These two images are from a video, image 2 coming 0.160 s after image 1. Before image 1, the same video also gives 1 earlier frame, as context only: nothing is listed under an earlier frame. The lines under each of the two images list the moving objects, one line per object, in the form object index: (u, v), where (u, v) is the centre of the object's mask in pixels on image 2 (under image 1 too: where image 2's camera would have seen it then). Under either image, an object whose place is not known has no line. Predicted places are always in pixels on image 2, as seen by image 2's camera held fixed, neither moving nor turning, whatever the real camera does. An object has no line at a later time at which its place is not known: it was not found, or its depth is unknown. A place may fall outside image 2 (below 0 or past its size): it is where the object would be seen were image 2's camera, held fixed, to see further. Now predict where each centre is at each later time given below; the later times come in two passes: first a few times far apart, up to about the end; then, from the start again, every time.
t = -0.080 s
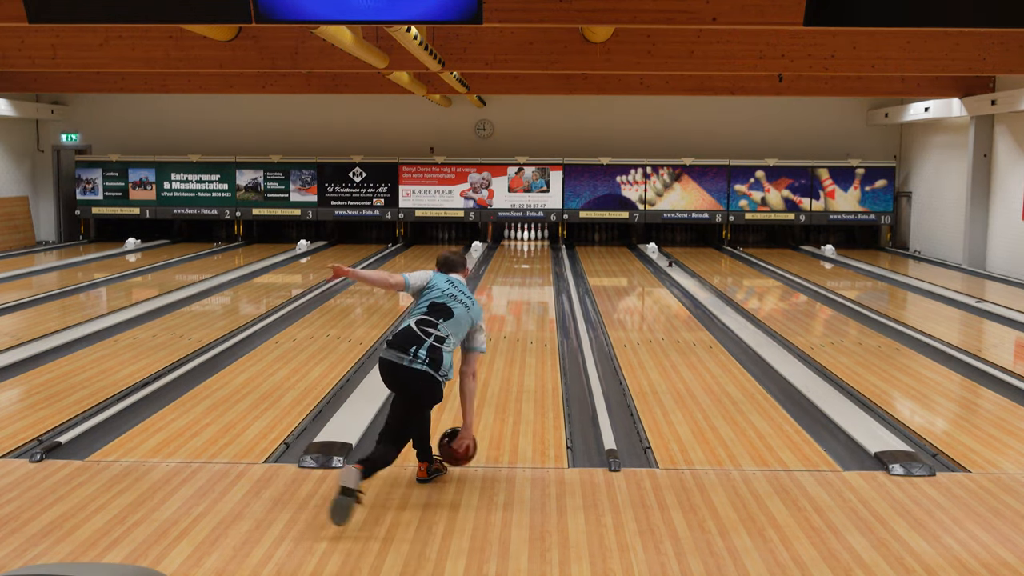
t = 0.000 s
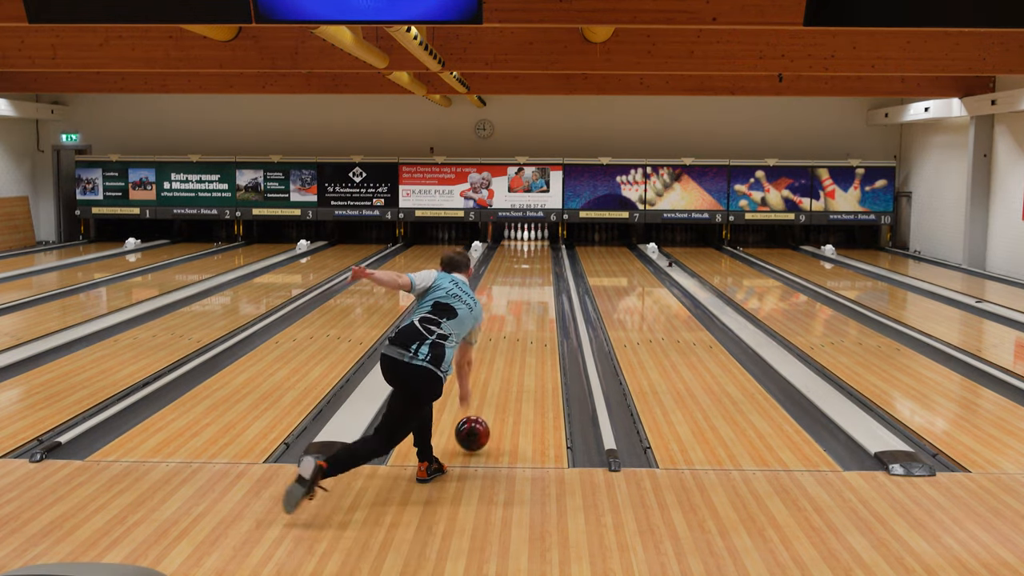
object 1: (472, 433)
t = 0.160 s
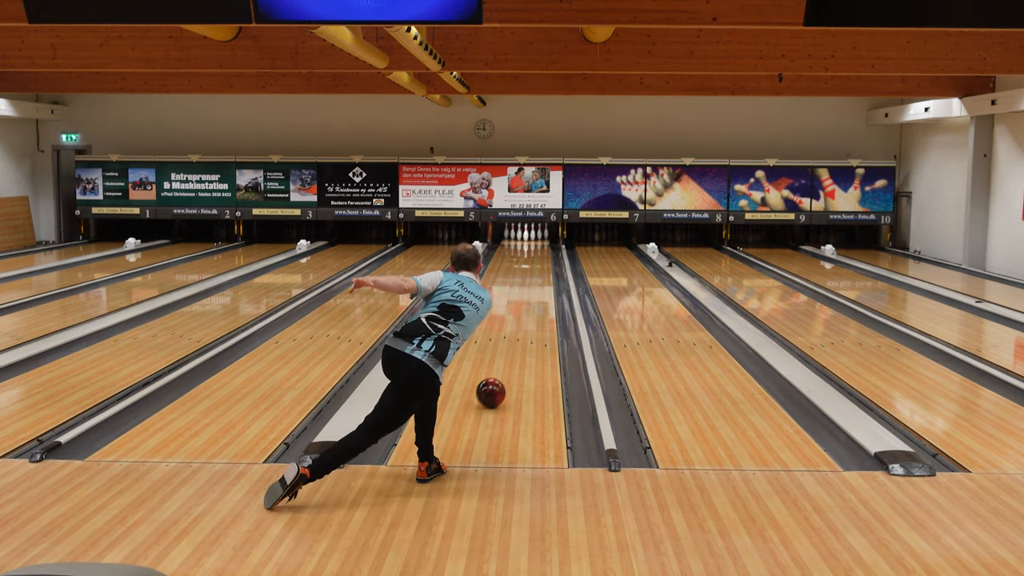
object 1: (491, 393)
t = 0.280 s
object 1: (501, 368)
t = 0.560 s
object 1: (517, 328)
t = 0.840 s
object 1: (527, 300)
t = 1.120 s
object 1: (533, 280)
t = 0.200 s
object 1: (494, 384)
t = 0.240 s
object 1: (498, 376)
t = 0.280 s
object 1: (501, 368)
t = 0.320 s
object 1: (504, 361)
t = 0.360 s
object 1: (506, 354)
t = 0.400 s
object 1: (509, 348)
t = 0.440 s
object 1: (511, 342)
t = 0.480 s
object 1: (513, 337)
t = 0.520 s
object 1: (515, 332)
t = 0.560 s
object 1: (517, 328)
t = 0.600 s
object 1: (520, 319)
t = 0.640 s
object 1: (521, 318)
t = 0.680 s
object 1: (522, 314)
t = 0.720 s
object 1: (523, 310)
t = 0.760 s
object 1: (525, 307)
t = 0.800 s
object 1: (526, 303)
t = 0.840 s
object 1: (527, 300)
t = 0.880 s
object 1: (528, 296)
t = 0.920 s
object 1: (529, 293)
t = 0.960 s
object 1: (530, 290)
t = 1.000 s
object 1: (531, 288)
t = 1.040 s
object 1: (532, 285)
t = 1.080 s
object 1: (533, 283)
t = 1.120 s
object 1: (533, 280)
